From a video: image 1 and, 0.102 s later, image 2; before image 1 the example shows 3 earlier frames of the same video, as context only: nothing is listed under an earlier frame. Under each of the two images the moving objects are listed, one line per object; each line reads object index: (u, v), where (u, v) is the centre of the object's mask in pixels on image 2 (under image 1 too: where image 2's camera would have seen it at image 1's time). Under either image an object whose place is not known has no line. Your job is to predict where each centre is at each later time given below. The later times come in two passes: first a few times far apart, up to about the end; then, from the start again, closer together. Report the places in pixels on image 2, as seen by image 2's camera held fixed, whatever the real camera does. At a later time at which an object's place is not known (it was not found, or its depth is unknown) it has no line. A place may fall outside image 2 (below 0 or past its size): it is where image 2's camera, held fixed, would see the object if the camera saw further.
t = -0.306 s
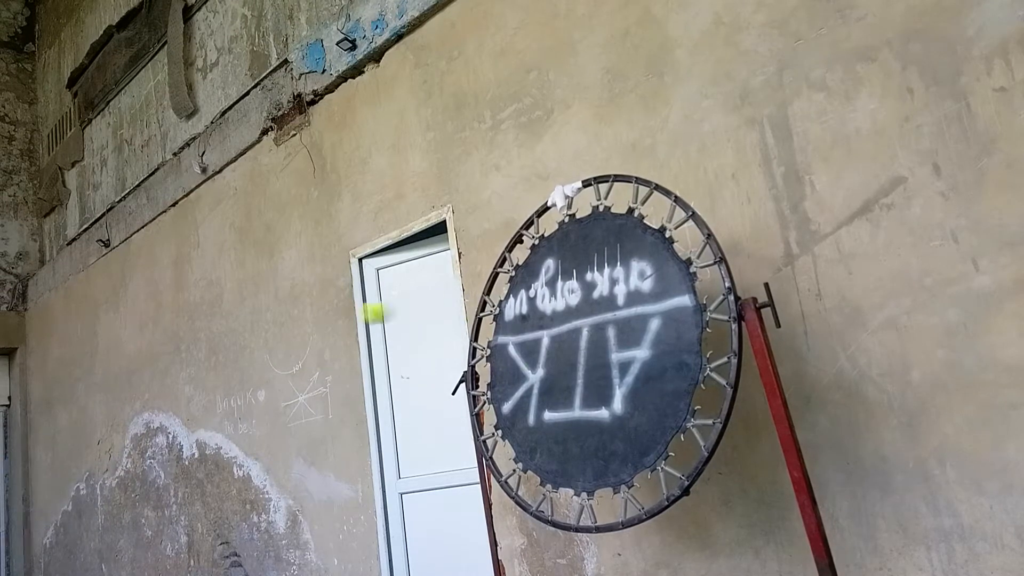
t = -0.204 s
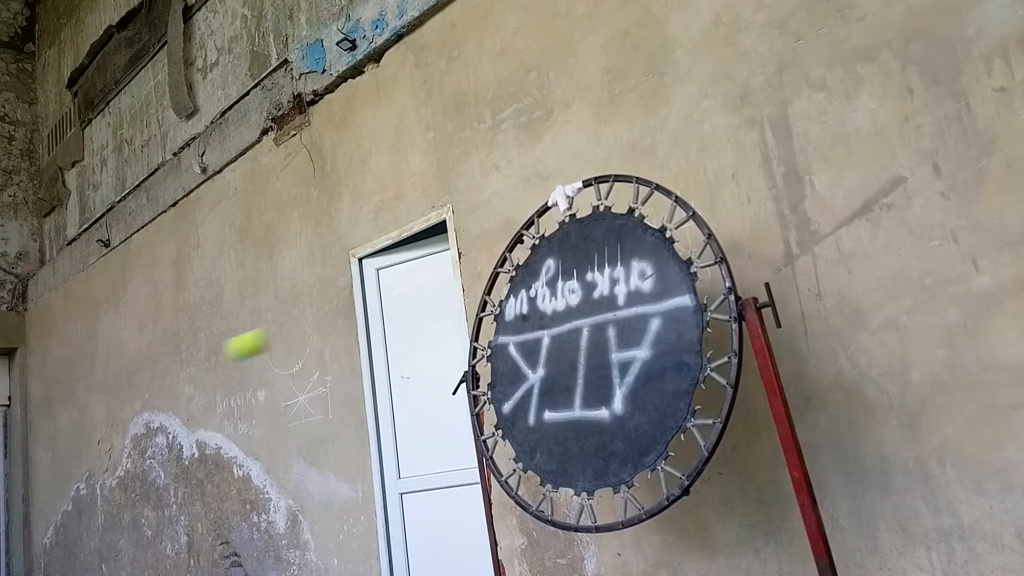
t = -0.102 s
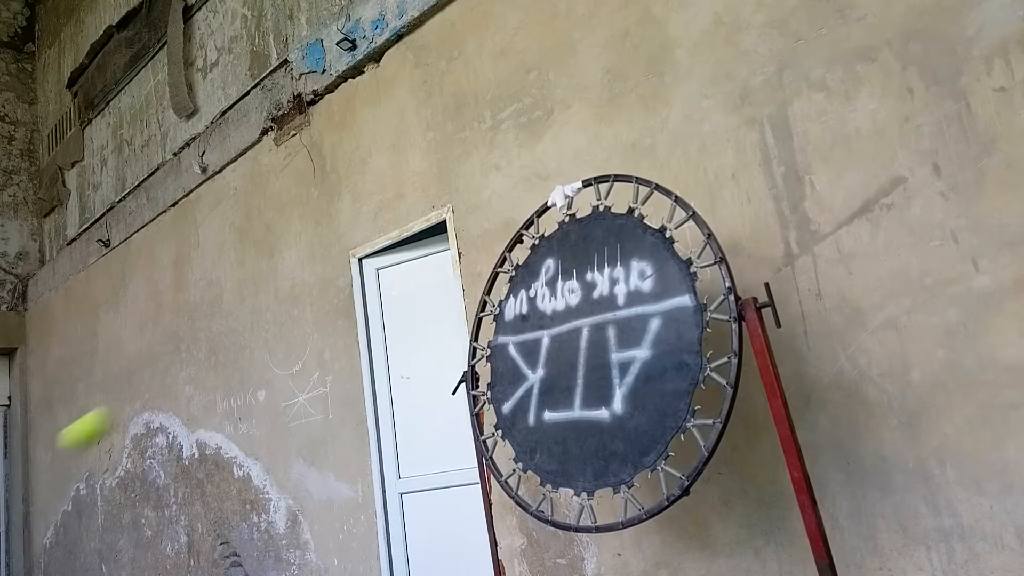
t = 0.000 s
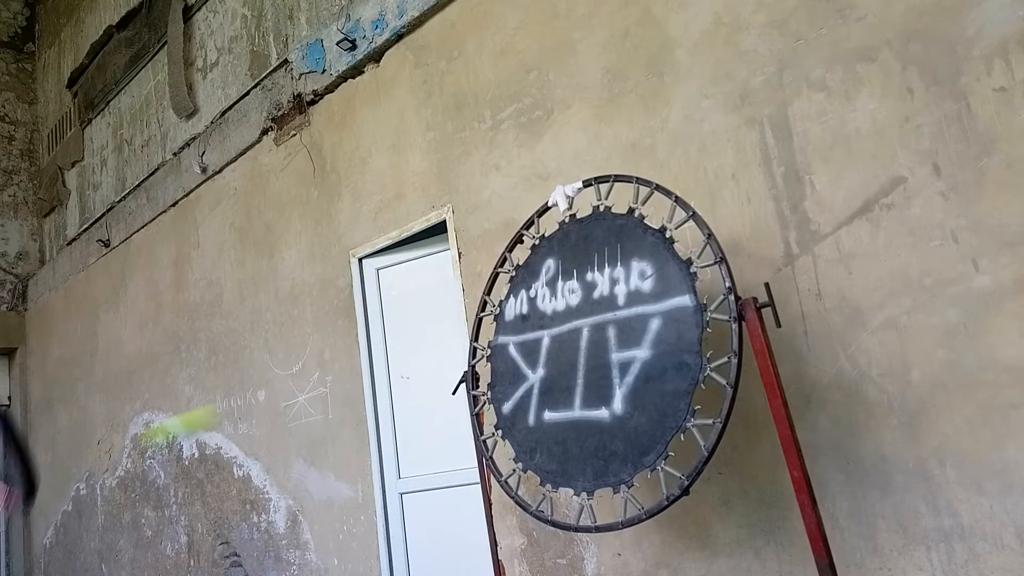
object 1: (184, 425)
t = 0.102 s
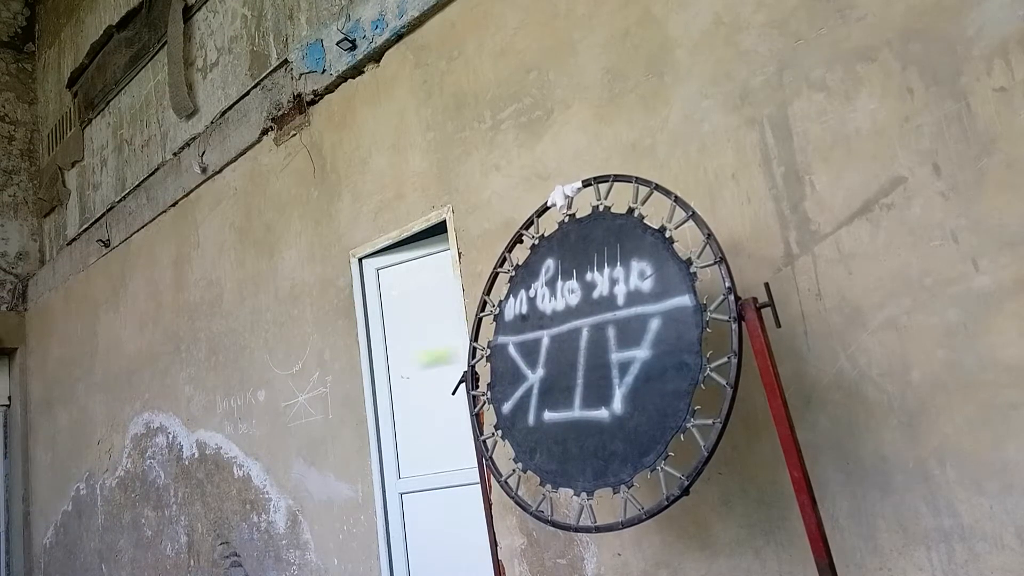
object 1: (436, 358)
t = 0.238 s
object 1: (498, 307)
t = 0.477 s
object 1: (265, 257)
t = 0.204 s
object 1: (527, 325)
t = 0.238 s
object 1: (498, 307)
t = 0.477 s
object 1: (265, 257)
